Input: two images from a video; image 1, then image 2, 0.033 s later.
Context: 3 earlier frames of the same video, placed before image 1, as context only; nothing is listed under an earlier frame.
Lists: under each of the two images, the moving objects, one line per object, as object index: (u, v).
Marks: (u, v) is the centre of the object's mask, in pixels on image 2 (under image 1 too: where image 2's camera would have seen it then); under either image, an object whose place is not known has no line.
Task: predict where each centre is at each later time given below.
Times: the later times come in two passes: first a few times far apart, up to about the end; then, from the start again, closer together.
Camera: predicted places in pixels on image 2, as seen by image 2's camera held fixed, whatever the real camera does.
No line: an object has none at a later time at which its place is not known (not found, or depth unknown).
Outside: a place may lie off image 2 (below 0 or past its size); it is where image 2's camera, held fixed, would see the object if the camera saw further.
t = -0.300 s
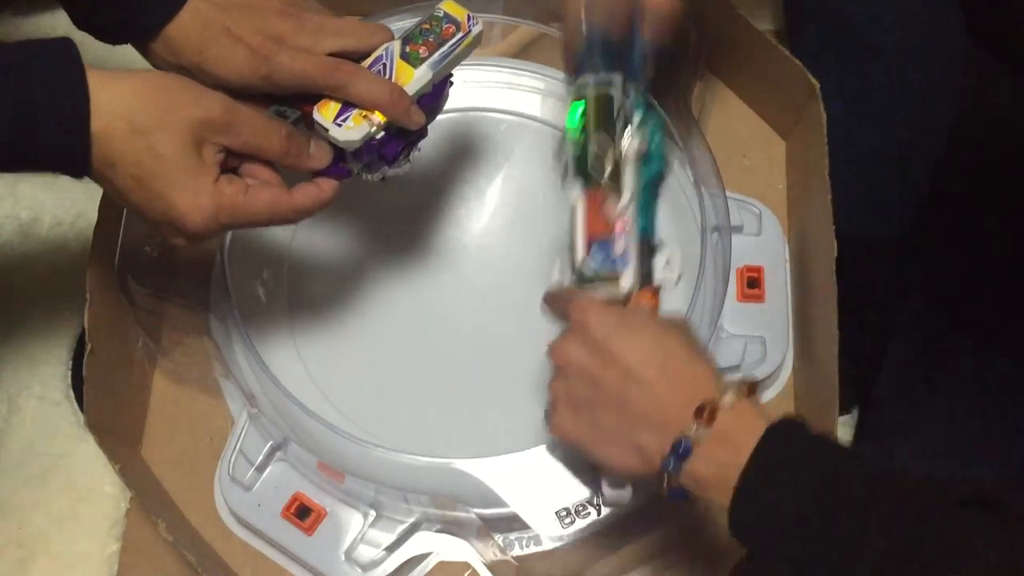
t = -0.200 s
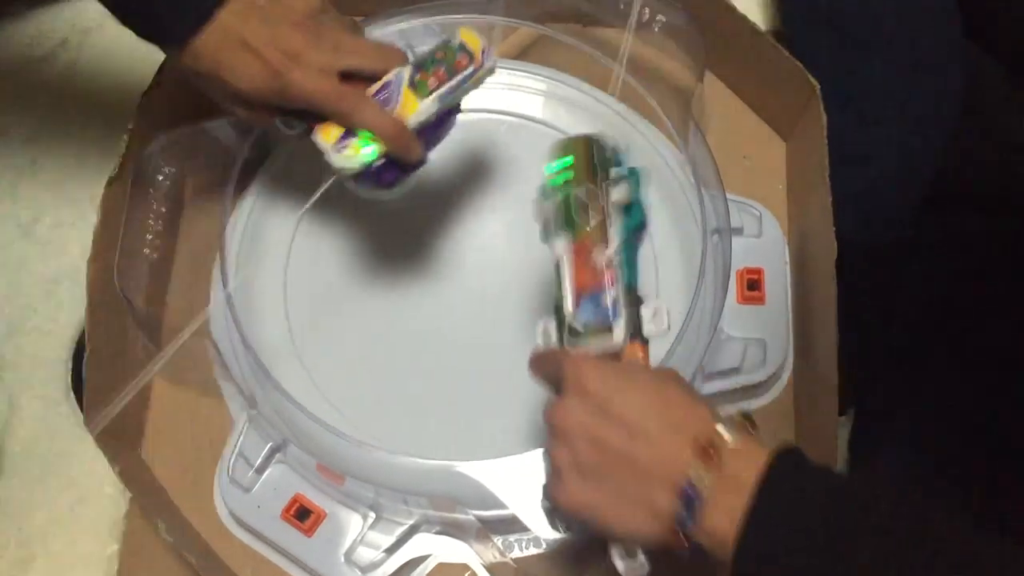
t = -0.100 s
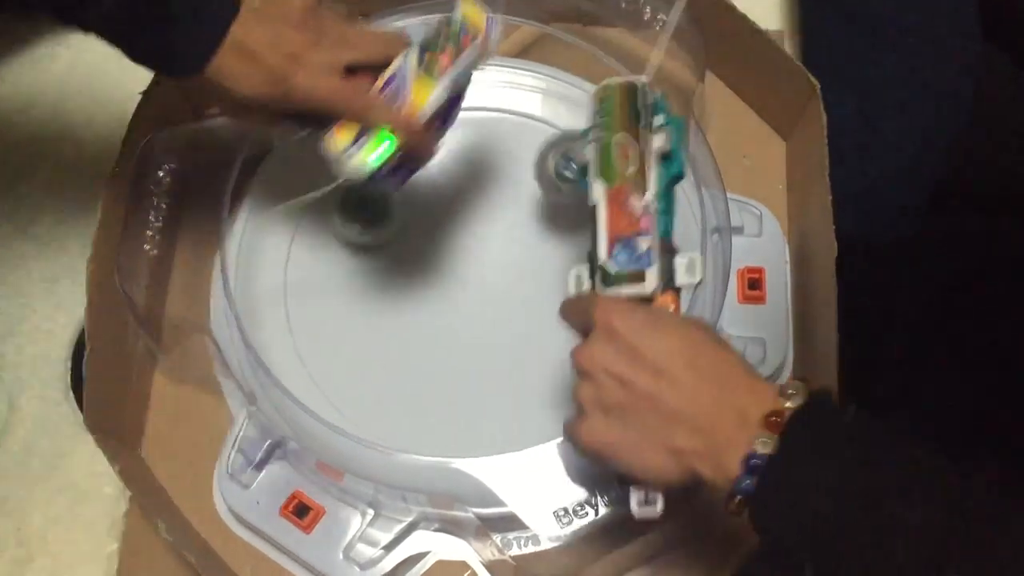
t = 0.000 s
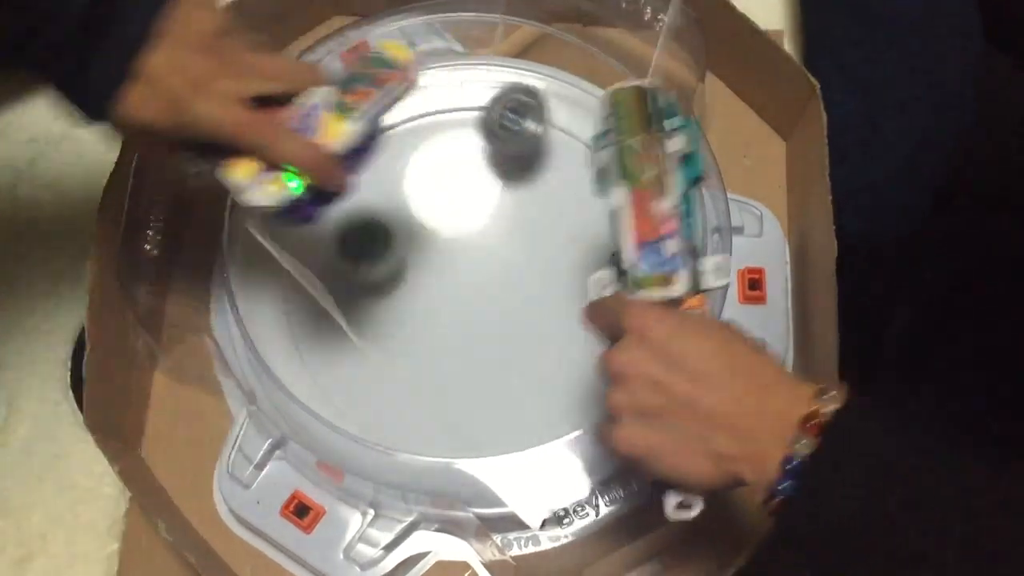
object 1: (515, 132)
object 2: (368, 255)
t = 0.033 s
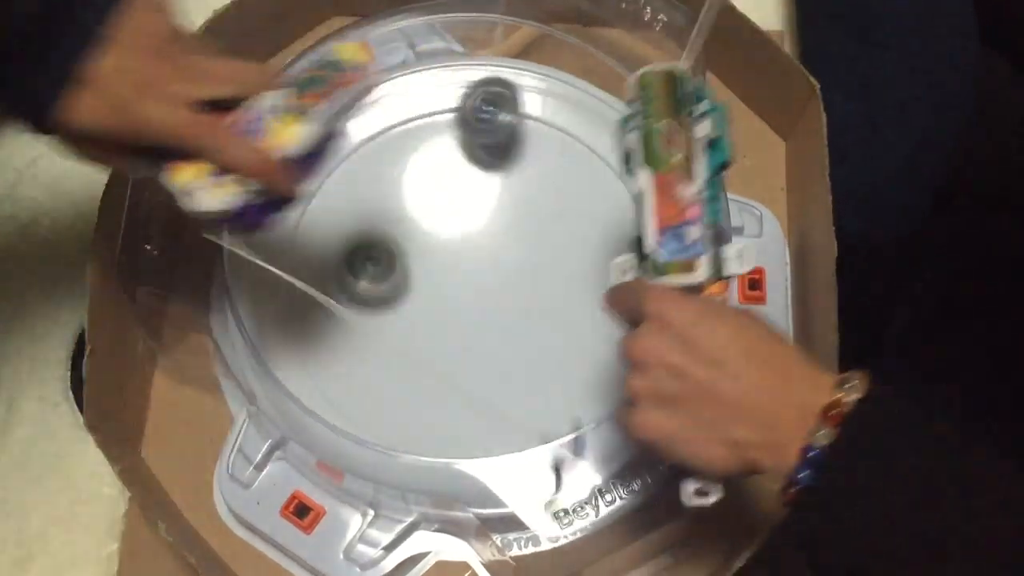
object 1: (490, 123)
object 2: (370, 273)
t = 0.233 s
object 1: (354, 181)
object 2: (451, 340)
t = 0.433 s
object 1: (327, 378)
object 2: (561, 290)
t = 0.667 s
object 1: (560, 413)
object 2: (540, 168)
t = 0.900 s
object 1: (624, 228)
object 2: (362, 165)
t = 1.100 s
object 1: (476, 129)
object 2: (331, 376)
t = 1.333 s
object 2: (638, 325)
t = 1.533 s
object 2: (405, 126)
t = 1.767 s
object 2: (563, 420)
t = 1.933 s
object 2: (590, 357)
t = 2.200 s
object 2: (350, 171)
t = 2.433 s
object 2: (293, 250)
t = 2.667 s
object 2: (405, 409)
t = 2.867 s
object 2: (593, 357)
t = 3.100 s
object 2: (568, 136)
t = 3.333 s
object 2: (276, 224)
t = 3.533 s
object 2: (201, 303)
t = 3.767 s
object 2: (186, 301)
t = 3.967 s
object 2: (178, 341)
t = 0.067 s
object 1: (466, 118)
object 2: (379, 286)
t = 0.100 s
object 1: (442, 120)
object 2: (388, 302)
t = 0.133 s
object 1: (416, 127)
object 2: (399, 316)
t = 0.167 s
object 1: (394, 139)
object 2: (414, 328)
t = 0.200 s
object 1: (372, 158)
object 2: (432, 336)
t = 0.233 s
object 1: (354, 181)
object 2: (451, 340)
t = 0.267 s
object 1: (338, 207)
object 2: (472, 341)
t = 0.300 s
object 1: (325, 239)
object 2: (493, 338)
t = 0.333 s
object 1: (318, 271)
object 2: (513, 329)
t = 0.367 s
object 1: (315, 309)
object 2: (533, 319)
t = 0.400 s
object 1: (318, 343)
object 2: (549, 305)
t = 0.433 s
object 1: (327, 378)
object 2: (561, 290)
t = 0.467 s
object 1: (348, 408)
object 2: (569, 272)
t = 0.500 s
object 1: (381, 424)
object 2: (574, 253)
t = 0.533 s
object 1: (419, 436)
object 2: (574, 235)
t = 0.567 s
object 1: (453, 441)
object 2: (572, 217)
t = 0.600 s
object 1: (490, 431)
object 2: (565, 199)
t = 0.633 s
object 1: (526, 422)
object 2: (553, 181)
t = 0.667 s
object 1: (560, 413)
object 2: (540, 168)
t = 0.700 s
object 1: (586, 396)
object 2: (521, 157)
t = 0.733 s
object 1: (611, 371)
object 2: (500, 147)
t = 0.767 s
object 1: (627, 344)
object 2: (479, 142)
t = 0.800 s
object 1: (636, 315)
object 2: (450, 140)
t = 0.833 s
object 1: (638, 285)
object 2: (420, 143)
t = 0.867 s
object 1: (634, 256)
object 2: (390, 150)
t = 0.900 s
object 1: (624, 228)
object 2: (362, 165)
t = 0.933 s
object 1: (609, 202)
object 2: (333, 186)
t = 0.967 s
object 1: (588, 180)
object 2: (316, 216)
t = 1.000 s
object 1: (564, 161)
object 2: (305, 254)
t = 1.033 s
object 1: (537, 146)
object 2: (303, 294)
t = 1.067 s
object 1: (508, 135)
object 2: (310, 337)
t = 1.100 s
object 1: (476, 129)
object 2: (331, 376)
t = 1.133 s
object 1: (441, 128)
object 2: (368, 409)
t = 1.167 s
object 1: (408, 132)
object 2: (409, 430)
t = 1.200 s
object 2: (459, 434)
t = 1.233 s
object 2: (518, 426)
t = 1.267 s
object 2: (570, 407)
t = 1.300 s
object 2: (608, 373)
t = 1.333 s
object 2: (638, 325)
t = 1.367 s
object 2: (647, 270)
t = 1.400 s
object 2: (632, 215)
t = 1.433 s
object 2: (598, 169)
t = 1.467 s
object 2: (551, 130)
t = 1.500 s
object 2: (482, 113)
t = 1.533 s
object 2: (405, 126)
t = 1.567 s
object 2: (347, 163)
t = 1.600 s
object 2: (307, 233)
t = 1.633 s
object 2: (299, 304)
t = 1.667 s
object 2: (337, 382)
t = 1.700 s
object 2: (414, 429)
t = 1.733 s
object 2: (508, 432)
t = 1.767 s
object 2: (563, 420)
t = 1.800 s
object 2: (613, 430)
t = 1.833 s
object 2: (640, 420)
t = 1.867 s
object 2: (636, 402)
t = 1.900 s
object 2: (613, 378)
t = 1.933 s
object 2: (590, 357)
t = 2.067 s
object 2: (481, 250)
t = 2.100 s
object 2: (449, 226)
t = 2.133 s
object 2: (413, 204)
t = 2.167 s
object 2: (382, 187)
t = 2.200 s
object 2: (350, 171)
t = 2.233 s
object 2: (328, 166)
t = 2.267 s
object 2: (316, 173)
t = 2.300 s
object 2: (304, 179)
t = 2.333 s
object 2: (299, 192)
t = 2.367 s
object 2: (296, 212)
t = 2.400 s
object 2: (294, 230)
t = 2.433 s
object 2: (293, 250)
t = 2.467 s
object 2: (299, 274)
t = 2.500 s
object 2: (307, 298)
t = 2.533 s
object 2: (320, 324)
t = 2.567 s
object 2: (335, 348)
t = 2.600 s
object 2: (354, 371)
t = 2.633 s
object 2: (377, 393)
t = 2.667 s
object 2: (405, 409)
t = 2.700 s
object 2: (436, 418)
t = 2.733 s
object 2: (470, 420)
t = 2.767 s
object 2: (504, 415)
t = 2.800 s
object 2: (536, 402)
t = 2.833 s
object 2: (568, 382)
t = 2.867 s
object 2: (593, 357)
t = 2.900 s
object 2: (611, 328)
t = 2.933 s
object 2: (625, 293)
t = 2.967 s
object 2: (631, 258)
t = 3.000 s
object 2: (631, 223)
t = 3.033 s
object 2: (624, 189)
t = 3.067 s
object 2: (600, 158)
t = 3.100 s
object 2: (568, 136)
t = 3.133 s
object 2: (528, 128)
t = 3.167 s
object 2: (488, 121)
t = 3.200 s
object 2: (434, 118)
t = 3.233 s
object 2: (388, 129)
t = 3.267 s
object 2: (346, 157)
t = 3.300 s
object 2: (308, 193)
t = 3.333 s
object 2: (276, 224)
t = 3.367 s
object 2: (253, 258)
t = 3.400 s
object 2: (229, 288)
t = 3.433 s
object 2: (218, 320)
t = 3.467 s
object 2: (215, 314)
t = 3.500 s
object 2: (211, 307)
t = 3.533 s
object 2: (201, 303)
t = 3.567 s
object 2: (186, 297)
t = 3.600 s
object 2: (184, 290)
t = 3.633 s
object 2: (184, 288)
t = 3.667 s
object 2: (187, 290)
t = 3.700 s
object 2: (185, 295)
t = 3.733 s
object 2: (184, 297)
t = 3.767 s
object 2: (186, 301)
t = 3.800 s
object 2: (185, 304)
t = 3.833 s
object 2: (190, 316)
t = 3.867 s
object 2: (190, 328)
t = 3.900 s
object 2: (187, 332)
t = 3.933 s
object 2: (185, 337)
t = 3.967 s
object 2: (178, 341)
